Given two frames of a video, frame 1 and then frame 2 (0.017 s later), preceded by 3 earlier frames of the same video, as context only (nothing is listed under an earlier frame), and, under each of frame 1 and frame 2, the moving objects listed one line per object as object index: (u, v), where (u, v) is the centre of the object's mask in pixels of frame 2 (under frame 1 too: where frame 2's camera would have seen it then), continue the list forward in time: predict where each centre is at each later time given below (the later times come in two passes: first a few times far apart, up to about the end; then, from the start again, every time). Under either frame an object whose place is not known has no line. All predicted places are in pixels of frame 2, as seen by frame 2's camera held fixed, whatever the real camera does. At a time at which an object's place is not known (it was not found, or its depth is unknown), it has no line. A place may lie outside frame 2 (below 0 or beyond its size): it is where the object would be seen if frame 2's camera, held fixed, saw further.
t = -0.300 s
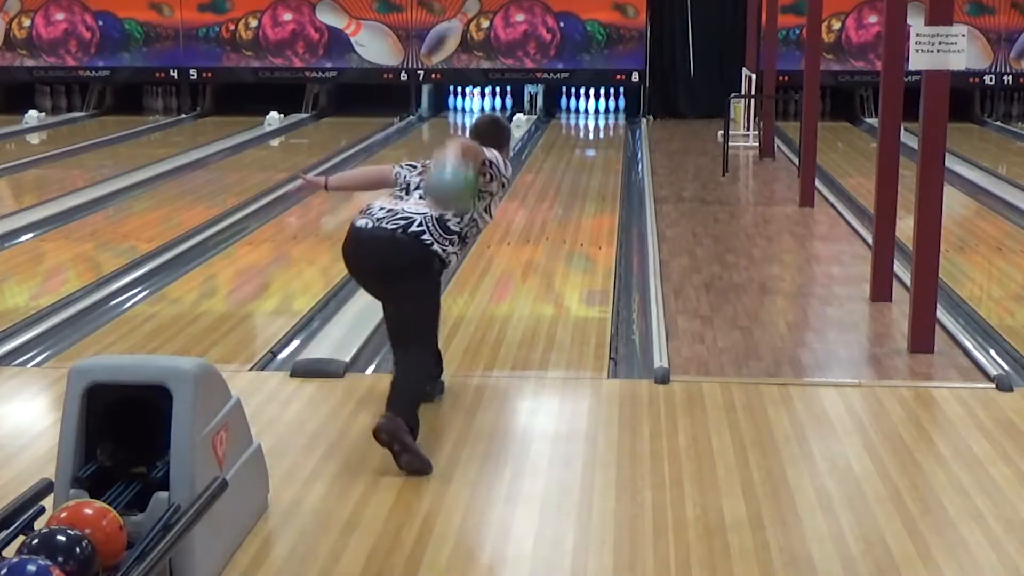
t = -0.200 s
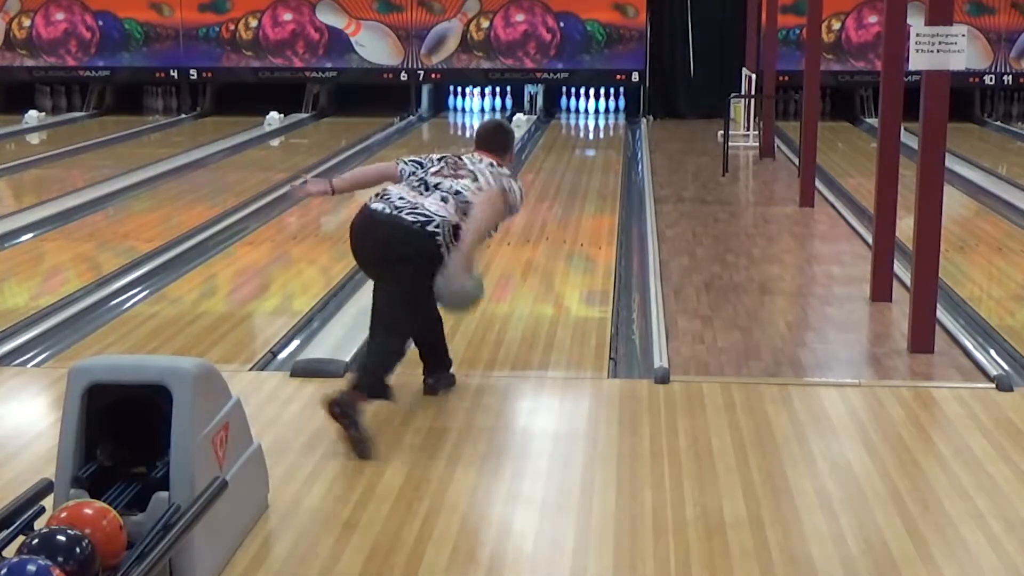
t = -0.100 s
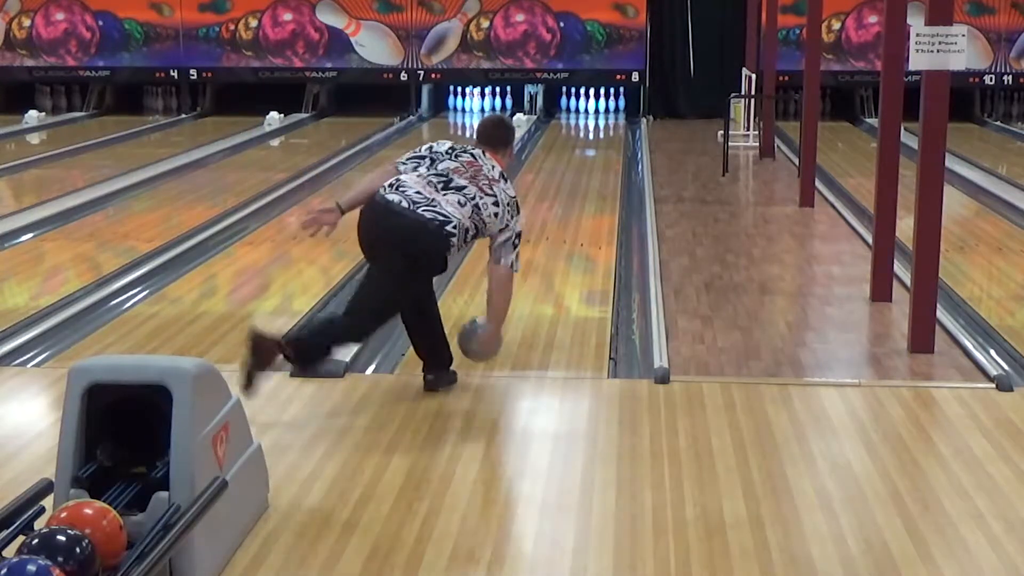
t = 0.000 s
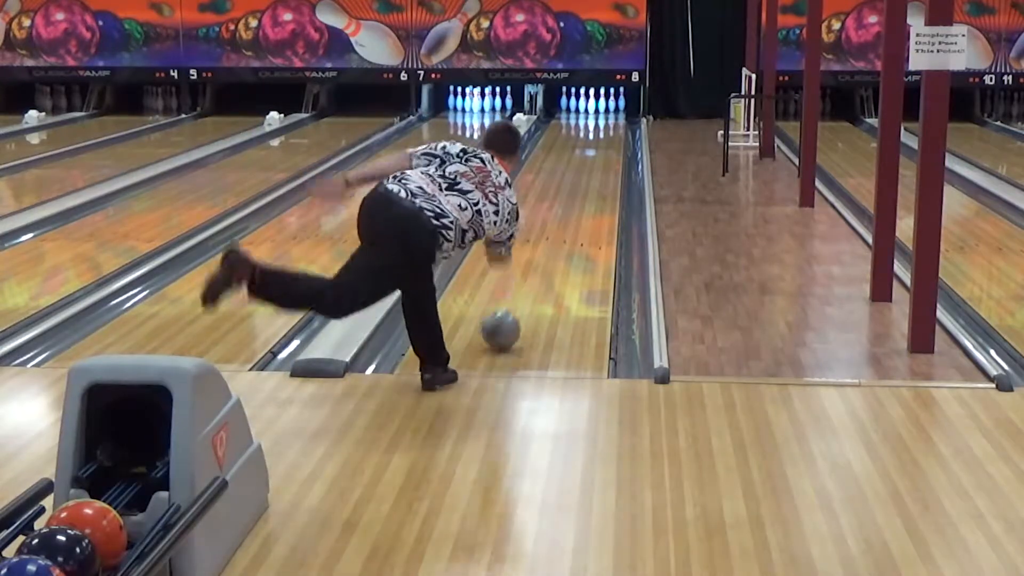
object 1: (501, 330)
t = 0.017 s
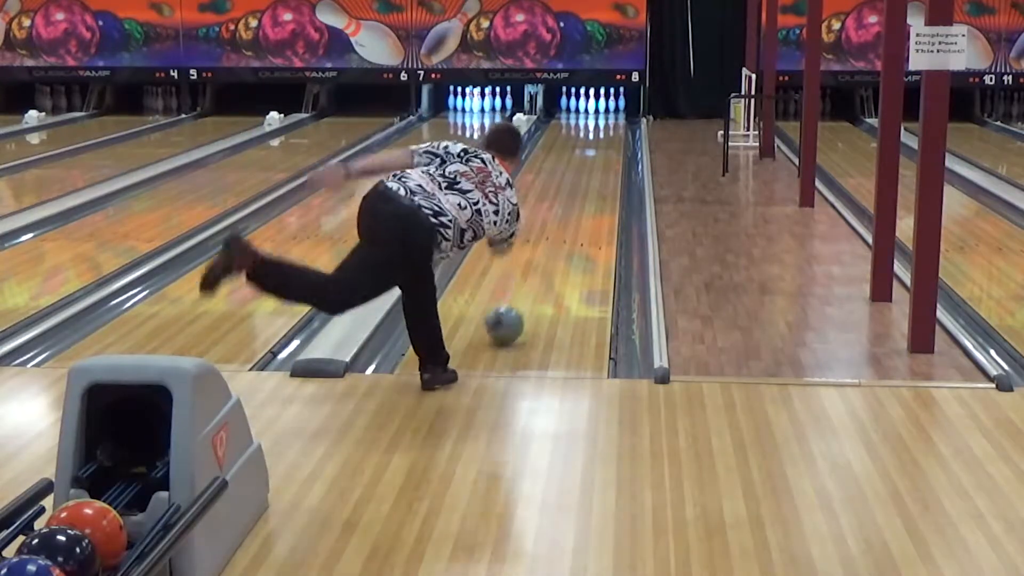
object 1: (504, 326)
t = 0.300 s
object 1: (546, 257)
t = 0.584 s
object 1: (572, 213)
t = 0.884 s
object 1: (591, 180)
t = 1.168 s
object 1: (604, 157)
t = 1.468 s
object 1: (609, 139)
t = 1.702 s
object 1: (610, 128)
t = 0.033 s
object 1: (507, 320)
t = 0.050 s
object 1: (510, 316)
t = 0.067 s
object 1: (513, 311)
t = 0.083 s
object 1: (516, 307)
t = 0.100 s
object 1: (518, 302)
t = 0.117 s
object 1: (521, 298)
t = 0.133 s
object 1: (524, 294)
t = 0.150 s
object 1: (527, 290)
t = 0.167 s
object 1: (529, 285)
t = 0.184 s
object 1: (531, 282)
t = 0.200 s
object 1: (533, 278)
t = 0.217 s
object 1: (536, 275)
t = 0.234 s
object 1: (537, 271)
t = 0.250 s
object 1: (540, 268)
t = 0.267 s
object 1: (542, 264)
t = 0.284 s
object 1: (544, 261)
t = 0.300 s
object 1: (546, 257)
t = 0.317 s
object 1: (548, 255)
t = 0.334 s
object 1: (549, 252)
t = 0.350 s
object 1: (551, 249)
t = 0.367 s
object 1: (553, 246)
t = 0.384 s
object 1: (555, 243)
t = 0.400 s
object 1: (556, 240)
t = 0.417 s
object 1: (557, 237)
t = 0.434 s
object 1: (559, 235)
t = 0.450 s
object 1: (561, 232)
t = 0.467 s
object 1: (562, 230)
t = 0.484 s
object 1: (565, 227)
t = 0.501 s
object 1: (565, 225)
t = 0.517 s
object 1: (567, 222)
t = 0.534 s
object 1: (568, 219)
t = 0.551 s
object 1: (569, 218)
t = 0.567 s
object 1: (571, 215)
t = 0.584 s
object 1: (572, 213)
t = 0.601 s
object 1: (573, 211)
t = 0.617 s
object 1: (575, 208)
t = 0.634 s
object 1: (576, 207)
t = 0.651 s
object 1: (577, 205)
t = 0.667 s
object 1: (578, 203)
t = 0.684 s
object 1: (579, 200)
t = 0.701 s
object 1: (580, 198)
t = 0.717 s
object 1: (582, 196)
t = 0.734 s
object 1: (583, 195)
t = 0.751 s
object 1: (584, 193)
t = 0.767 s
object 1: (585, 191)
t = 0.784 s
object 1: (586, 189)
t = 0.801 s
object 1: (586, 188)
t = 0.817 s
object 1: (588, 186)
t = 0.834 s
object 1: (589, 184)
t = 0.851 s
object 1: (590, 183)
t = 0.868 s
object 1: (591, 181)
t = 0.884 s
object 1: (591, 180)
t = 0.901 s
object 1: (592, 178)
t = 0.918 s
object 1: (593, 177)
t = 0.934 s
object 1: (594, 175)
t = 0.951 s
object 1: (594, 174)
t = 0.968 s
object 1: (595, 173)
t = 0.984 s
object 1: (595, 171)
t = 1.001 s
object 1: (596, 169)
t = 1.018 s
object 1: (597, 168)
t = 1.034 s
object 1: (598, 167)
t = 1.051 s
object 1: (598, 165)
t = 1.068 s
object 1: (599, 164)
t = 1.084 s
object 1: (600, 163)
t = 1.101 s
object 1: (600, 162)
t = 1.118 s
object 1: (601, 161)
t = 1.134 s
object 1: (601, 160)
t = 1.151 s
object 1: (603, 159)
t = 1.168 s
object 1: (604, 157)
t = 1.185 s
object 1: (604, 155)
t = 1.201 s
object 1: (605, 154)
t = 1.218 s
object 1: (605, 153)
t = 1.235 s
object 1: (605, 152)
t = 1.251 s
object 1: (605, 151)
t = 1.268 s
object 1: (606, 150)
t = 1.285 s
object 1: (606, 149)
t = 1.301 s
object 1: (606, 148)
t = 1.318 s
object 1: (606, 147)
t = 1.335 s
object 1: (607, 146)
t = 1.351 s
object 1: (608, 145)
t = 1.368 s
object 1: (608, 144)
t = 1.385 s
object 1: (608, 144)
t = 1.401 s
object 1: (608, 142)
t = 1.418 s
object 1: (610, 140)
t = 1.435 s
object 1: (610, 139)
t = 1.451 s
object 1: (610, 139)
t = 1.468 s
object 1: (609, 139)
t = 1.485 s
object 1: (610, 137)
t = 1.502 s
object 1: (610, 137)
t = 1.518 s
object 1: (611, 135)
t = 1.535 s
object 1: (611, 134)
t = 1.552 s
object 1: (611, 133)
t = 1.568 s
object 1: (611, 132)
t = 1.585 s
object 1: (611, 132)
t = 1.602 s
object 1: (611, 131)
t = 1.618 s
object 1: (611, 131)
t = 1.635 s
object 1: (611, 130)
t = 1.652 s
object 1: (610, 129)
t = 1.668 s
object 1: (610, 129)
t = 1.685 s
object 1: (611, 128)
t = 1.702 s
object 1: (610, 128)
